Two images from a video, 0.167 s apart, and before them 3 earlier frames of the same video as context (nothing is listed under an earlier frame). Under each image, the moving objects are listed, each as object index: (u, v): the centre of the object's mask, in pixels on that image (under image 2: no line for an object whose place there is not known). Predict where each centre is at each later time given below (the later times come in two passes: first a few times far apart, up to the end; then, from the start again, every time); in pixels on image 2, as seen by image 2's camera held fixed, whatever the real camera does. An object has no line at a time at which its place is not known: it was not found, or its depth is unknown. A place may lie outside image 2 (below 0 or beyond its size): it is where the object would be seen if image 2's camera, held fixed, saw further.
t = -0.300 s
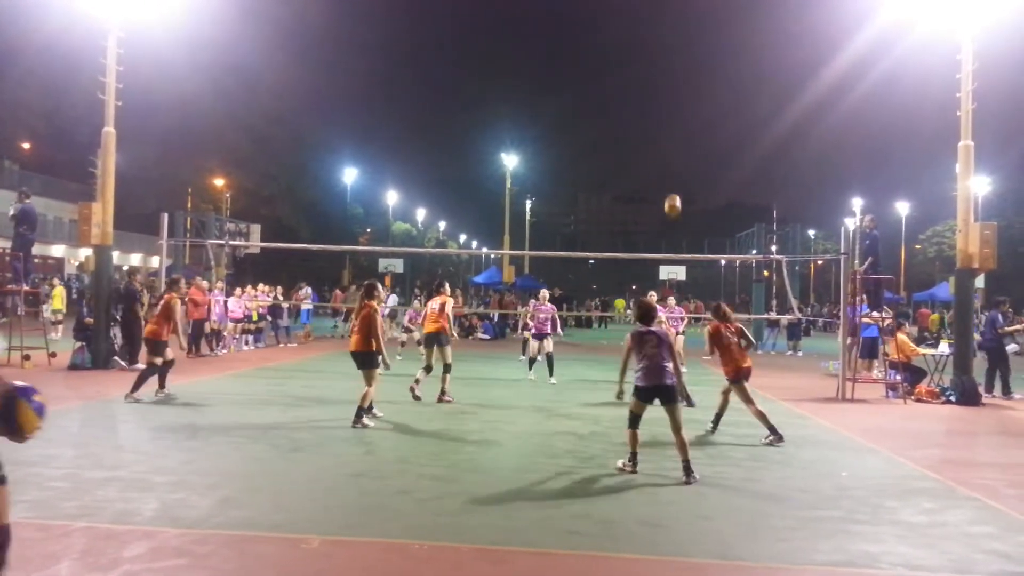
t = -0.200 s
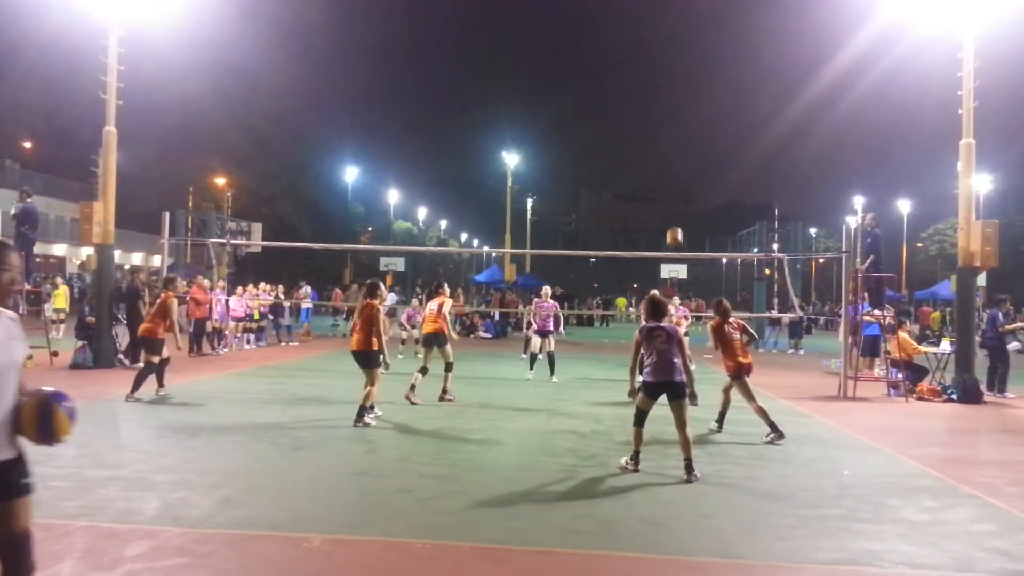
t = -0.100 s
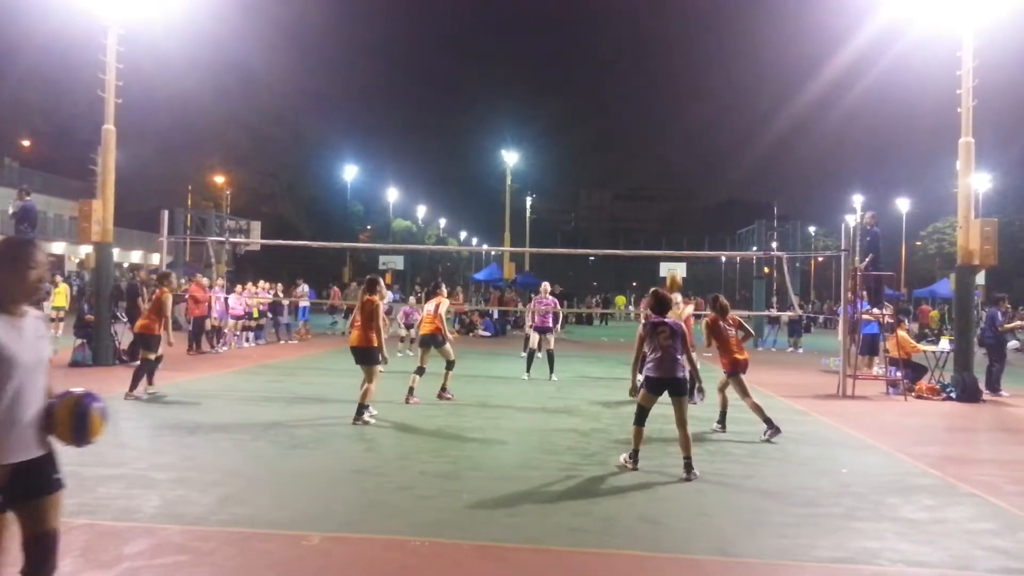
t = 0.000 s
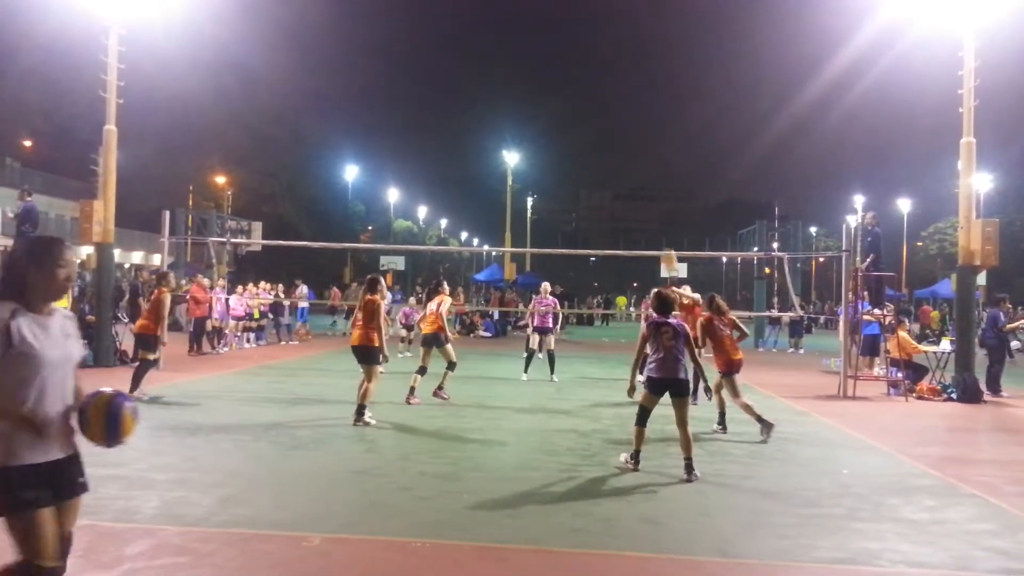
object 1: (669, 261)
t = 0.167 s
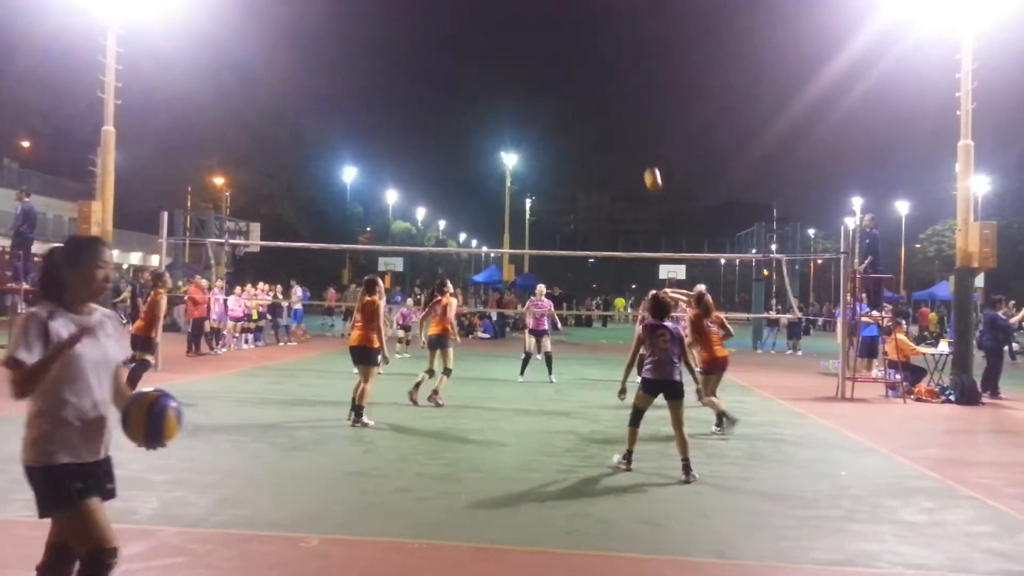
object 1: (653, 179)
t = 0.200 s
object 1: (650, 165)
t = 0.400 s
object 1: (629, 100)
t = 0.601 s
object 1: (610, 63)
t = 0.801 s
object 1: (591, 54)
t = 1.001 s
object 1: (571, 74)
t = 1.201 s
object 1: (552, 119)
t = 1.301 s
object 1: (543, 151)
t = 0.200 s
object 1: (650, 165)
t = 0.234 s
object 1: (647, 152)
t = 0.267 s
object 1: (643, 140)
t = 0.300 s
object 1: (639, 129)
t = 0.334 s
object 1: (636, 118)
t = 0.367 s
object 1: (633, 108)
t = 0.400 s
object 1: (629, 100)
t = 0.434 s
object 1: (626, 91)
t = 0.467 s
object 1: (624, 83)
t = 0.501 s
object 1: (620, 77)
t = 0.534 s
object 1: (616, 72)
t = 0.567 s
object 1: (613, 66)
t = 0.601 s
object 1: (610, 63)
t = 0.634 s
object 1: (607, 60)
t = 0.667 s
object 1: (603, 57)
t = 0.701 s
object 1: (600, 55)
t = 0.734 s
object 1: (598, 54)
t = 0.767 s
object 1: (594, 54)
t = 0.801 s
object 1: (591, 54)
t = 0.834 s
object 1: (587, 56)
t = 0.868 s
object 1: (584, 58)
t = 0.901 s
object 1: (581, 61)
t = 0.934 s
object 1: (577, 64)
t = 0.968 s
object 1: (574, 69)
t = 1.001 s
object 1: (571, 74)
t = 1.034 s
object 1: (568, 79)
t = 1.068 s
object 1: (564, 86)
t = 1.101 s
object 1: (561, 94)
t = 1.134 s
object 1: (558, 102)
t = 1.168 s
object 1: (555, 110)
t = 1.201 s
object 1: (552, 119)
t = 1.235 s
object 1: (549, 129)
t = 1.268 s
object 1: (546, 140)
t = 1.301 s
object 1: (543, 151)
